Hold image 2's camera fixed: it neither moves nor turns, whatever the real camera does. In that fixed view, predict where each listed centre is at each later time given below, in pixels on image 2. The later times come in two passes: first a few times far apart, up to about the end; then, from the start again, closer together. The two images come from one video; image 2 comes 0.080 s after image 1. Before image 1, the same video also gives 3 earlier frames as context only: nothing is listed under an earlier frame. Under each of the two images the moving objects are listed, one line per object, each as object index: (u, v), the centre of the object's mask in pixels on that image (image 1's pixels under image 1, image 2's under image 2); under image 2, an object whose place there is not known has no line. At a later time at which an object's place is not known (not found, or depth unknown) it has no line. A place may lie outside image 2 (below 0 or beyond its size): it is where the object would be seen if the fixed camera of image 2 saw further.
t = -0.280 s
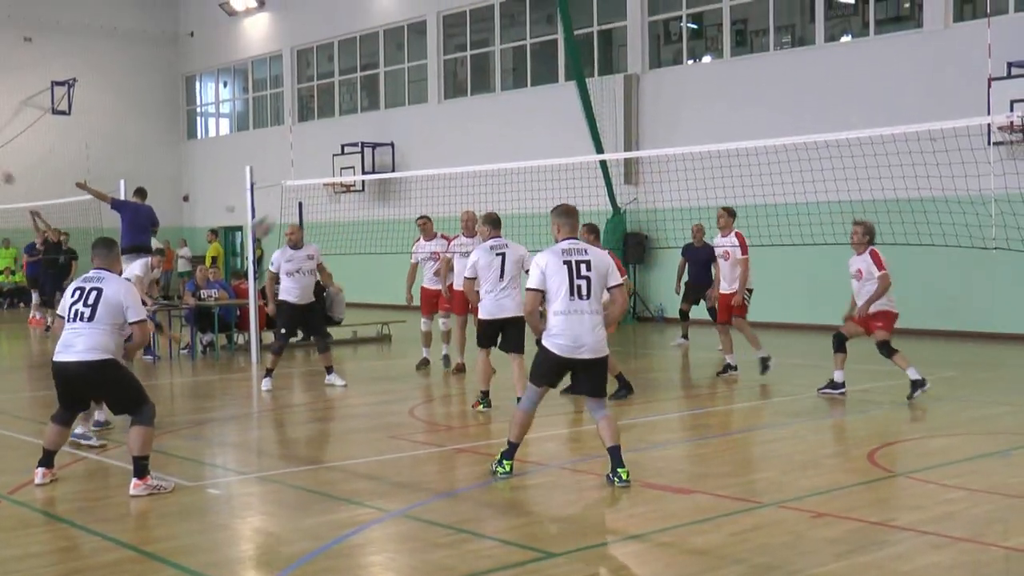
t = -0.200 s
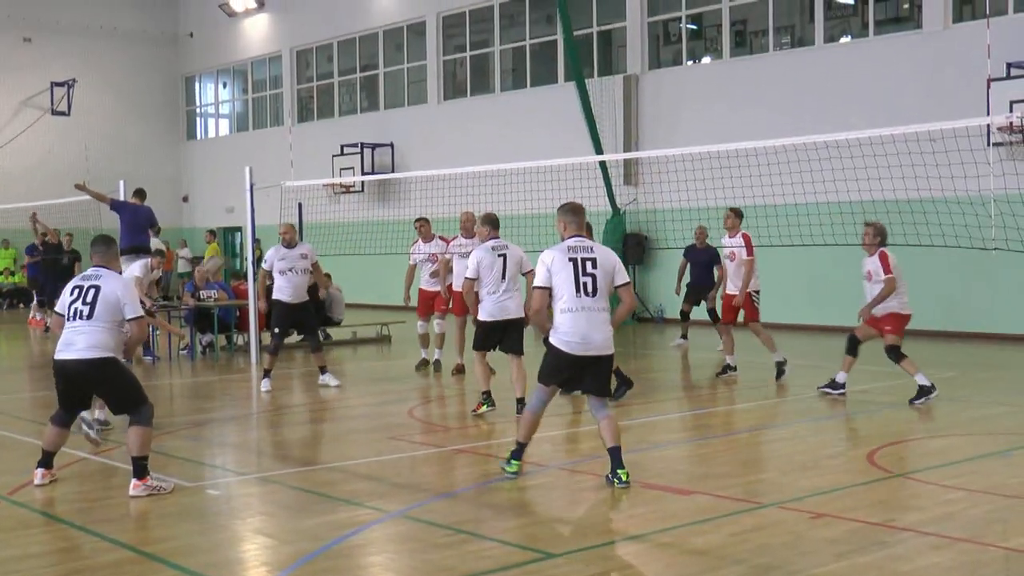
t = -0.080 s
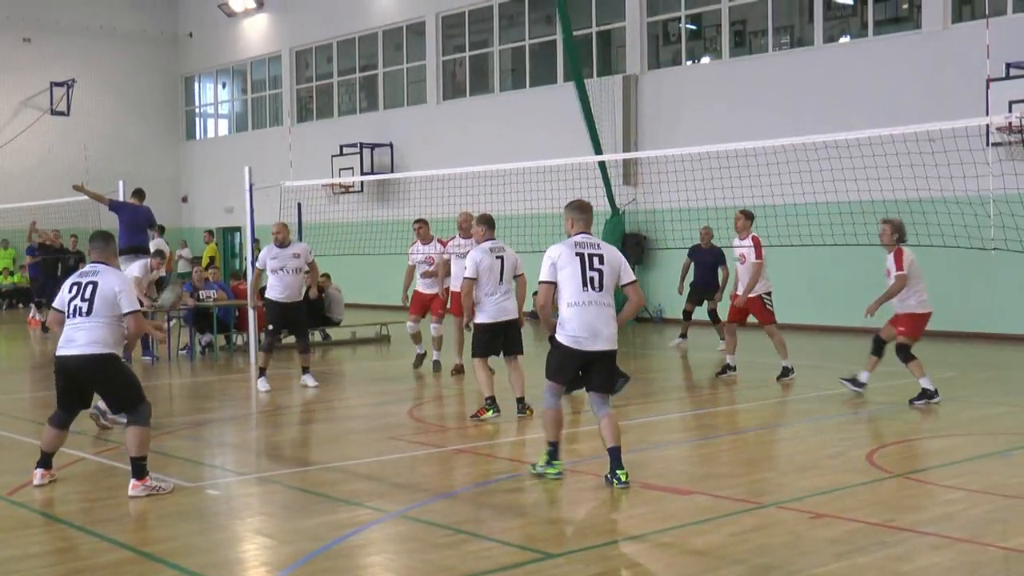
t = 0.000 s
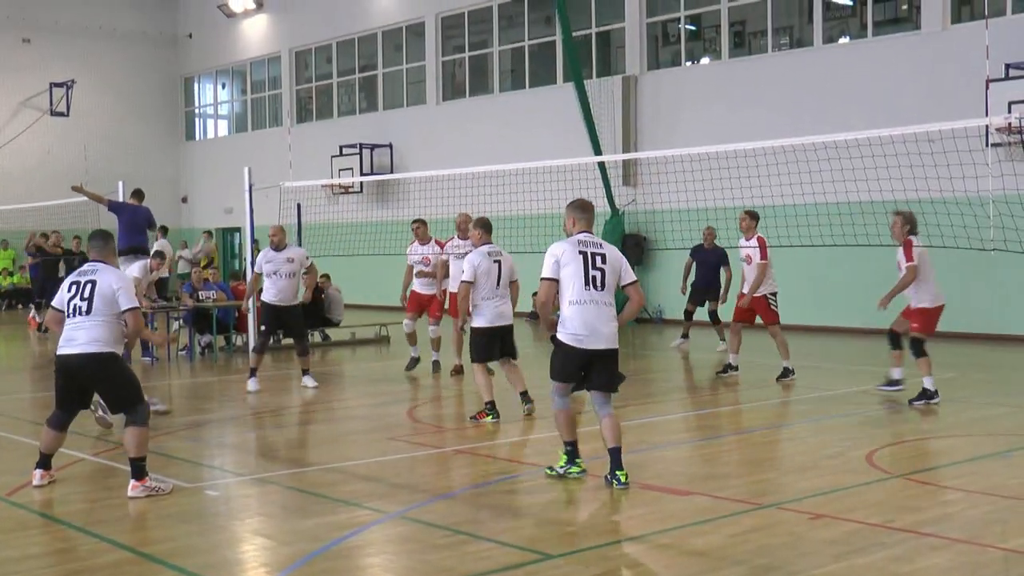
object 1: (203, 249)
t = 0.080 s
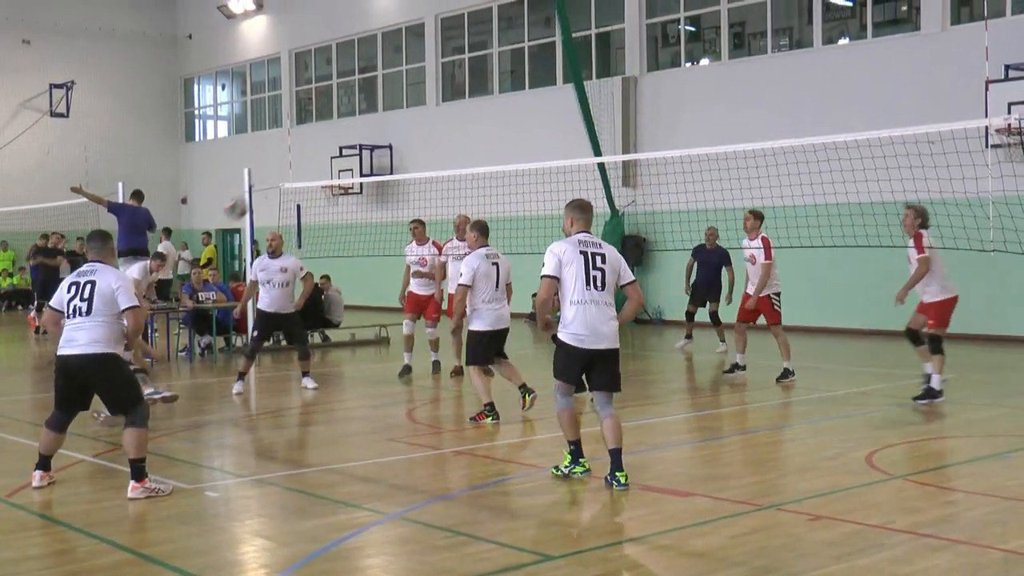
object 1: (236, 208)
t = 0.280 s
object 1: (318, 132)
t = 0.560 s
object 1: (421, 96)
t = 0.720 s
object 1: (479, 110)
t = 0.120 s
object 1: (255, 189)
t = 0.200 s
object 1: (285, 157)
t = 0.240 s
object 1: (300, 144)
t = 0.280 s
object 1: (318, 132)
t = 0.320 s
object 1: (332, 122)
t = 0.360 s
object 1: (346, 115)
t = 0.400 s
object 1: (362, 108)
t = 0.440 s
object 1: (377, 102)
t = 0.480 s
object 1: (392, 98)
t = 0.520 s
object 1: (407, 98)
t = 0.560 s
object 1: (421, 96)
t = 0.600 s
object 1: (437, 98)
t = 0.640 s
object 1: (451, 100)
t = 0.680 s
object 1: (466, 105)
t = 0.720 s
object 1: (479, 110)
